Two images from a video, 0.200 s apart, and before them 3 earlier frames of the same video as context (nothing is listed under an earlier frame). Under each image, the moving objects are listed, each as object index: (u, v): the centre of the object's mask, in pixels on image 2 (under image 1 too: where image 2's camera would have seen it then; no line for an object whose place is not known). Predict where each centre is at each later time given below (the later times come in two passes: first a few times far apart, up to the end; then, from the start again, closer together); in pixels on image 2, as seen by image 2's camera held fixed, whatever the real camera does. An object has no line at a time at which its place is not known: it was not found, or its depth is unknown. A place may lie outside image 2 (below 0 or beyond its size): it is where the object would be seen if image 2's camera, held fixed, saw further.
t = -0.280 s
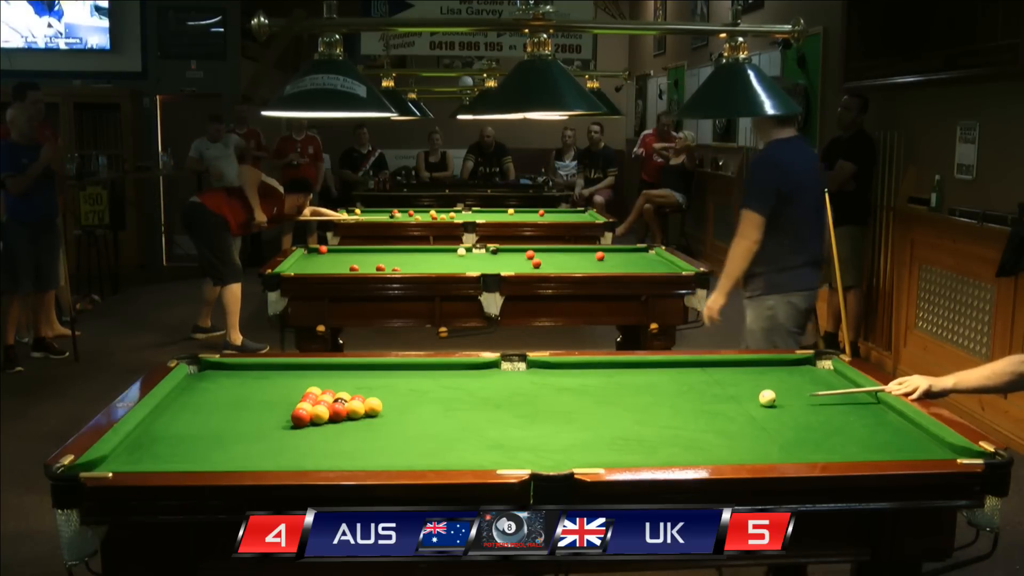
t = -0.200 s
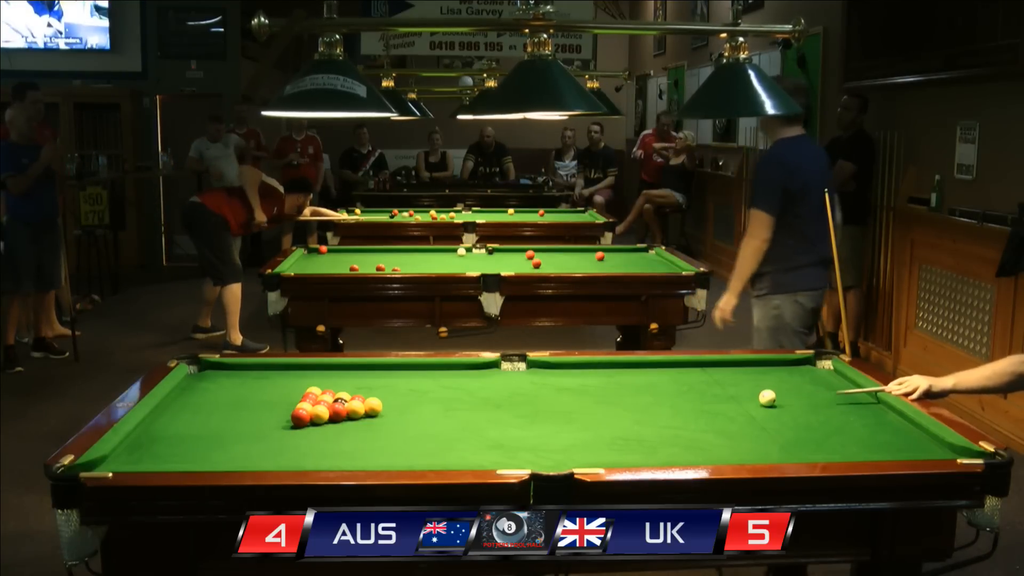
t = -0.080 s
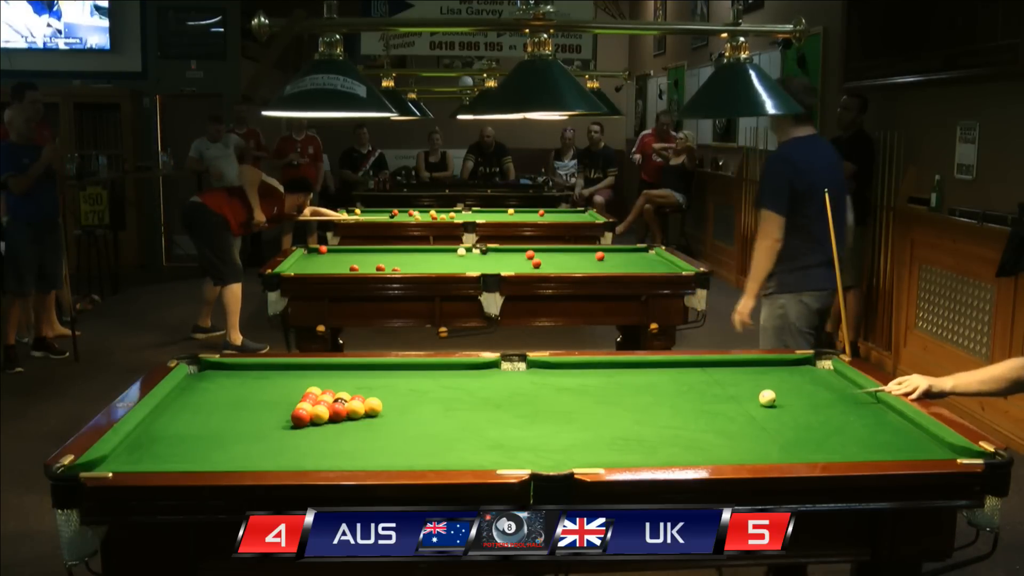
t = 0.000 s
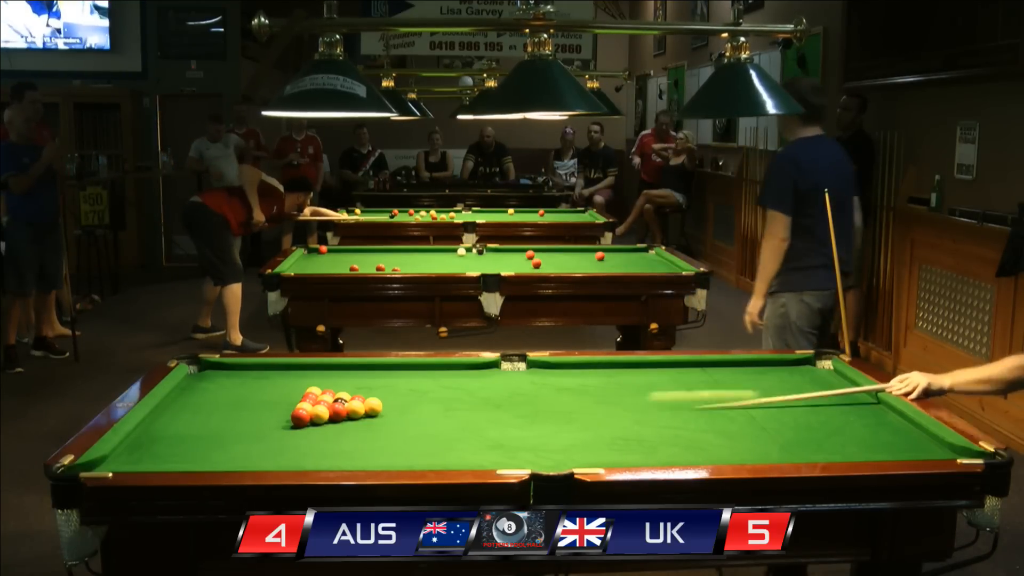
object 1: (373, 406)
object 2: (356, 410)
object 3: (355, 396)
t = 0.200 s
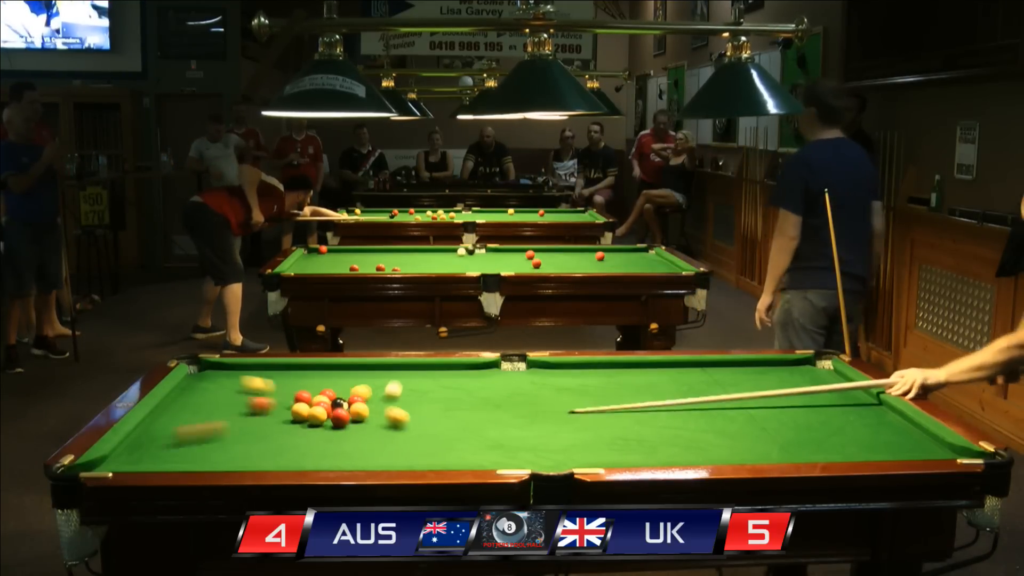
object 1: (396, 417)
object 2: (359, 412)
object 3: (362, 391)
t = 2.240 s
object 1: (886, 416)
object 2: (461, 439)
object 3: (371, 390)
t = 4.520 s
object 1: (507, 429)
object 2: (480, 439)
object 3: (366, 398)
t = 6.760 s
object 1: (350, 434)
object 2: (480, 439)
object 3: (359, 398)
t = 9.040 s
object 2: (480, 439)
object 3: (359, 398)
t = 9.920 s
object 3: (359, 398)
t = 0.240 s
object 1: (407, 422)
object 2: (360, 413)
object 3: (368, 390)
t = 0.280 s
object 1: (417, 426)
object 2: (363, 414)
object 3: (374, 388)
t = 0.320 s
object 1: (427, 431)
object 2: (364, 415)
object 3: (381, 386)
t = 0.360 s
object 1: (437, 435)
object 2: (366, 416)
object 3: (387, 383)
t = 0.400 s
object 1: (448, 440)
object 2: (368, 417)
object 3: (394, 381)
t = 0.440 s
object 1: (458, 445)
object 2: (369, 418)
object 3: (400, 378)
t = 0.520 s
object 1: (481, 453)
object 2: (373, 420)
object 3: (405, 375)
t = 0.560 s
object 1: (492, 456)
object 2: (375, 421)
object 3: (403, 374)
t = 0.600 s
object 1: (505, 457)
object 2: (376, 422)
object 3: (401, 372)
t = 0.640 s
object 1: (514, 456)
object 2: (378, 423)
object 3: (400, 371)
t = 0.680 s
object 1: (524, 456)
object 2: (379, 424)
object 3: (398, 369)
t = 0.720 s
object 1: (533, 454)
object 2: (381, 425)
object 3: (396, 368)
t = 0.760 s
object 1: (542, 451)
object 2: (383, 426)
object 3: (395, 367)
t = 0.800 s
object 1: (551, 448)
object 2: (384, 427)
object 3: (394, 365)
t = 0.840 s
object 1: (559, 446)
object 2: (386, 427)
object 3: (392, 365)
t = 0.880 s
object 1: (568, 443)
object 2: (387, 428)
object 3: (392, 367)
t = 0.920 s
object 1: (576, 441)
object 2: (389, 429)
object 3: (391, 367)
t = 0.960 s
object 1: (584, 439)
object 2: (390, 430)
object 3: (390, 368)
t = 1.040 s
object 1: (600, 434)
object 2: (393, 432)
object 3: (388, 370)
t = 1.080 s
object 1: (607, 432)
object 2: (395, 433)
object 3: (388, 371)
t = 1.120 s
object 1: (615, 430)
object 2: (396, 433)
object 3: (387, 372)
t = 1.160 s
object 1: (622, 427)
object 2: (397, 434)
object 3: (386, 372)
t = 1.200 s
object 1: (629, 425)
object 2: (399, 434)
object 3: (385, 373)
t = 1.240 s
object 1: (636, 424)
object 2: (401, 435)
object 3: (385, 374)
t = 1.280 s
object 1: (643, 421)
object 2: (402, 436)
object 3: (384, 375)
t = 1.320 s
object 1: (649, 419)
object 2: (403, 436)
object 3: (383, 376)
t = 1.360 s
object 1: (656, 417)
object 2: (405, 437)
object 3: (383, 377)
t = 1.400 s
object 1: (662, 415)
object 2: (406, 438)
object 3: (382, 378)
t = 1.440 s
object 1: (668, 413)
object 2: (409, 438)
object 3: (381, 378)
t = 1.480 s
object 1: (674, 411)
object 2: (413, 438)
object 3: (380, 379)
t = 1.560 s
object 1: (701, 411)
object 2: (419, 438)
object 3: (379, 380)
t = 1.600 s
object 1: (715, 412)
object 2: (422, 438)
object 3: (379, 381)
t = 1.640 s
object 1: (728, 412)
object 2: (425, 438)
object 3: (378, 382)
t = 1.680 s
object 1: (741, 413)
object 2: (428, 438)
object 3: (377, 382)
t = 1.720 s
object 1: (755, 413)
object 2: (431, 438)
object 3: (377, 383)
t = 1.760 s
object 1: (767, 412)
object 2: (434, 438)
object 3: (376, 384)
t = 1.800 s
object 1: (780, 412)
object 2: (436, 439)
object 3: (376, 384)
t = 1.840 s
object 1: (793, 413)
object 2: (439, 439)
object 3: (375, 385)
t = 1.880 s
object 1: (806, 413)
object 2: (441, 438)
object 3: (375, 386)
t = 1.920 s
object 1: (819, 414)
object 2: (444, 439)
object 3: (374, 386)
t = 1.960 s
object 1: (831, 414)
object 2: (446, 439)
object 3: (374, 387)
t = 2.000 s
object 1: (843, 414)
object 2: (448, 439)
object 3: (374, 387)
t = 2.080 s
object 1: (868, 415)
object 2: (453, 439)
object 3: (373, 389)
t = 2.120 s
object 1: (880, 415)
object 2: (455, 439)
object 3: (372, 389)
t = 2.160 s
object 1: (892, 416)
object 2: (457, 439)
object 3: (372, 390)
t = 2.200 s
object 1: (896, 415)
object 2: (459, 439)
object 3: (371, 390)
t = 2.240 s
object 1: (886, 416)
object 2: (461, 439)
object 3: (371, 390)
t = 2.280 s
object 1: (877, 416)
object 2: (462, 439)
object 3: (370, 391)
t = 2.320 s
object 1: (870, 417)
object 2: (464, 439)
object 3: (370, 391)
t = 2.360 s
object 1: (862, 417)
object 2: (465, 439)
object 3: (370, 392)
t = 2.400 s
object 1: (854, 417)
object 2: (467, 439)
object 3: (369, 392)
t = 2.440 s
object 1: (846, 417)
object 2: (469, 439)
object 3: (369, 393)
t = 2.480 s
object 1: (838, 417)
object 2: (470, 439)
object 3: (369, 393)
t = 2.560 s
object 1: (823, 418)
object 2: (472, 439)
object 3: (368, 394)
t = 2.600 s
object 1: (815, 418)
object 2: (474, 439)
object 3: (368, 394)
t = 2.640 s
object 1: (807, 418)
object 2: (475, 439)
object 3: (368, 395)
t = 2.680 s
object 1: (800, 419)
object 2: (476, 439)
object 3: (368, 395)
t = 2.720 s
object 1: (792, 419)
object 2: (477, 439)
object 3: (367, 395)
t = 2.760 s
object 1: (785, 419)
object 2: (477, 439)
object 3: (367, 395)
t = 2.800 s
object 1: (777, 419)
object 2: (478, 439)
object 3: (367, 396)
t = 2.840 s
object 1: (770, 419)
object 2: (479, 439)
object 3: (367, 396)
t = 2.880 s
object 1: (763, 420)
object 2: (480, 439)
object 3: (367, 396)
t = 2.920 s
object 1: (755, 420)
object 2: (480, 439)
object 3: (367, 397)
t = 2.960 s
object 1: (748, 420)
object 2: (481, 439)
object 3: (366, 397)
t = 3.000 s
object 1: (741, 420)
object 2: (481, 440)
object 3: (366, 397)
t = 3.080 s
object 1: (726, 421)
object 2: (481, 439)
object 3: (366, 397)
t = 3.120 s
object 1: (719, 421)
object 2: (481, 439)
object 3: (366, 397)
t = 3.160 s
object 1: (712, 421)
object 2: (481, 439)
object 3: (366, 398)
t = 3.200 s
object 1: (705, 421)
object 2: (481, 439)
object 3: (366, 398)
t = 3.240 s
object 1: (698, 422)
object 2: (481, 439)
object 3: (366, 398)
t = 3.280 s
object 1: (691, 422)
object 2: (481, 439)
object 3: (366, 398)
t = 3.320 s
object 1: (685, 423)
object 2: (481, 439)
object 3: (366, 398)
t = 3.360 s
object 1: (678, 423)
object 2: (481, 439)
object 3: (366, 398)
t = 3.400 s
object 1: (671, 423)
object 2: (481, 439)
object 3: (366, 398)
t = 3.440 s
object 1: (664, 423)
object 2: (481, 439)
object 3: (366, 398)
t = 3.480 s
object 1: (658, 424)
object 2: (481, 439)
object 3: (366, 398)
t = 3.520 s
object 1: (651, 424)
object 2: (480, 439)
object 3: (366, 398)
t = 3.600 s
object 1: (638, 425)
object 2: (480, 439)
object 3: (366, 398)
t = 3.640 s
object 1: (632, 425)
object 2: (480, 439)
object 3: (366, 398)
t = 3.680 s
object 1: (626, 425)
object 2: (480, 439)
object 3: (366, 398)
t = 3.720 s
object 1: (619, 425)
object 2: (480, 439)
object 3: (366, 398)
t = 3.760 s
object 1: (613, 426)
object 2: (480, 439)
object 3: (366, 398)
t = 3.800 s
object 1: (607, 426)
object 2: (480, 439)
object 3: (366, 398)
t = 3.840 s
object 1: (601, 426)
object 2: (480, 439)
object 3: (366, 398)
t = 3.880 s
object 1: (595, 426)
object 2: (480, 439)
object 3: (366, 398)
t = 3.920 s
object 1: (589, 426)
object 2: (480, 439)
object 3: (366, 398)
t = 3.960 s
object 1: (583, 427)
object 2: (480, 439)
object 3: (366, 398)
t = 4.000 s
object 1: (577, 426)
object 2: (480, 439)
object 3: (366, 398)
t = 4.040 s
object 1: (572, 427)
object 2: (480, 439)
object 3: (366, 398)
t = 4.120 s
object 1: (560, 427)
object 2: (480, 439)
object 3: (366, 398)
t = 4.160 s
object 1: (555, 428)
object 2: (480, 439)
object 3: (366, 398)
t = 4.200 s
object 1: (549, 427)
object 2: (480, 439)
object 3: (366, 398)
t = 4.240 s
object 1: (544, 428)
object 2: (480, 439)
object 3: (366, 398)
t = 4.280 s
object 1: (538, 428)
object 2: (480, 439)
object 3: (366, 398)
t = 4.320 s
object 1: (533, 428)
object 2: (480, 439)
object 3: (366, 398)
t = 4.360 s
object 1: (528, 428)
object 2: (480, 439)
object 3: (366, 398)
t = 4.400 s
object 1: (522, 428)
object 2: (480, 439)
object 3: (366, 398)
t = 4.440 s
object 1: (518, 428)
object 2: (480, 439)
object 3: (366, 398)
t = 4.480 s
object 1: (512, 429)
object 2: (480, 439)
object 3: (366, 398)
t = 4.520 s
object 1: (507, 429)
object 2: (480, 439)
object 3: (366, 398)
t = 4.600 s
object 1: (498, 429)
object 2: (480, 439)
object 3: (366, 398)
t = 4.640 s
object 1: (494, 428)
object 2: (480, 439)
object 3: (366, 398)
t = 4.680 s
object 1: (490, 427)
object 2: (480, 440)
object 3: (365, 398)
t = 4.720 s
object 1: (485, 426)
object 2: (480, 439)
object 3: (364, 398)
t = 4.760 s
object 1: (479, 426)
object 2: (480, 439)
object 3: (363, 398)
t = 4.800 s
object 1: (473, 426)
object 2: (480, 439)
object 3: (362, 398)
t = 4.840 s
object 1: (469, 428)
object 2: (480, 439)
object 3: (362, 398)
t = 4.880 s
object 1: (465, 429)
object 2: (480, 440)
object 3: (361, 398)
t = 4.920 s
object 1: (462, 430)
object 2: (480, 439)
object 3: (361, 398)
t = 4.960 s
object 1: (458, 429)
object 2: (480, 439)
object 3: (360, 398)
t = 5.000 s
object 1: (455, 429)
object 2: (480, 439)
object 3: (360, 398)
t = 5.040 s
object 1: (451, 427)
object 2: (480, 439)
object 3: (360, 398)
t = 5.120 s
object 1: (441, 427)
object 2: (480, 439)
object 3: (359, 398)
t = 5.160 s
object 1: (437, 428)
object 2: (480, 439)
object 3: (359, 398)
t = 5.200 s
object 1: (433, 429)
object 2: (480, 439)
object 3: (359, 398)
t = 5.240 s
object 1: (430, 430)
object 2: (480, 439)
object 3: (359, 398)
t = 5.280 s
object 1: (427, 431)
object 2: (480, 440)
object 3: (359, 398)
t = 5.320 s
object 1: (424, 432)
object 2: (480, 439)
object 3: (359, 398)
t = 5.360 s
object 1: (420, 432)
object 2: (480, 439)
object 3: (359, 398)
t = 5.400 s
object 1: (417, 432)
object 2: (480, 439)
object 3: (359, 398)
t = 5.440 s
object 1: (414, 431)
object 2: (480, 439)
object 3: (359, 398)
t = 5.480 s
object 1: (411, 432)
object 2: (480, 439)
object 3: (359, 398)
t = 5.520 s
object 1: (408, 432)
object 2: (480, 439)
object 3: (359, 398)
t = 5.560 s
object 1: (405, 432)
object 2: (480, 439)
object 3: (359, 398)
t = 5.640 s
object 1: (399, 432)
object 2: (480, 439)
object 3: (359, 398)
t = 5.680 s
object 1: (396, 432)
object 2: (480, 439)
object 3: (359, 398)
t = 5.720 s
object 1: (394, 432)
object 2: (480, 439)
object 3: (359, 398)
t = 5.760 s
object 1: (391, 432)
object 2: (480, 439)
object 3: (359, 398)
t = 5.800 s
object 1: (388, 433)
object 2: (480, 440)
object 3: (359, 398)
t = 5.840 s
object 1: (386, 433)
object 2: (480, 440)
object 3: (359, 398)
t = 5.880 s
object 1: (384, 433)
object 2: (480, 439)
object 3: (359, 398)
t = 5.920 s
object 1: (381, 433)
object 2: (480, 439)
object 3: (359, 398)
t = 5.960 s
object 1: (379, 433)
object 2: (480, 439)
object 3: (359, 398)
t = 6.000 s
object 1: (377, 433)
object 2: (480, 439)
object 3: (359, 398)
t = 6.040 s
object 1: (375, 433)
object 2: (480, 439)
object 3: (359, 398)
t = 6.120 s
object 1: (371, 433)
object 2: (480, 439)
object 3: (359, 398)
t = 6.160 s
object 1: (369, 433)
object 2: (480, 439)
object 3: (359, 398)
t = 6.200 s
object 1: (368, 433)
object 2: (480, 440)
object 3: (359, 398)
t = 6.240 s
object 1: (366, 433)
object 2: (480, 439)
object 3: (359, 398)
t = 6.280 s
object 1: (364, 433)
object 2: (480, 439)
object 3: (359, 398)
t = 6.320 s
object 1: (362, 433)
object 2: (480, 439)
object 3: (359, 398)
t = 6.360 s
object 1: (361, 433)
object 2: (480, 439)
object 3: (359, 398)
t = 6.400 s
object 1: (360, 433)
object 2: (480, 439)
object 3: (359, 398)
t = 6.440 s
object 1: (358, 433)
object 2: (480, 440)
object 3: (359, 398)
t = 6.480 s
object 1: (357, 433)
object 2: (480, 439)
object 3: (359, 398)
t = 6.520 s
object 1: (356, 434)
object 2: (480, 439)
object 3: (359, 398)
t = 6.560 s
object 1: (355, 434)
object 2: (480, 439)
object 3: (359, 398)
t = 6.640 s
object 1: (353, 434)
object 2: (480, 439)
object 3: (359, 398)
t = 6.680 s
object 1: (352, 433)
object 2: (480, 439)
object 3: (359, 398)
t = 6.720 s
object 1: (351, 434)
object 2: (480, 439)
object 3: (359, 398)
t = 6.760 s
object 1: (350, 434)
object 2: (480, 439)
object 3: (359, 398)
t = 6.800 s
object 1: (350, 434)
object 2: (480, 439)
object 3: (359, 398)
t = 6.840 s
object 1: (349, 434)
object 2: (480, 439)
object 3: (359, 398)
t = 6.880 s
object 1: (348, 434)
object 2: (480, 439)
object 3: (359, 398)
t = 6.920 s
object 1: (348, 434)
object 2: (480, 439)
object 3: (359, 398)
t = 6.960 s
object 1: (348, 434)
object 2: (480, 439)
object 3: (359, 398)
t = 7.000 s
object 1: (347, 434)
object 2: (480, 439)
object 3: (359, 398)
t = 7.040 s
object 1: (347, 434)
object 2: (480, 439)
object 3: (359, 398)
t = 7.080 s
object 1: (347, 434)
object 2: (480, 439)
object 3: (359, 398)
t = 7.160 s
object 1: (347, 434)
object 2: (480, 439)
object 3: (359, 398)
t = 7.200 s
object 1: (347, 434)
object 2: (480, 439)
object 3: (359, 398)
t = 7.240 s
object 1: (347, 434)
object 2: (480, 439)
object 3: (359, 398)
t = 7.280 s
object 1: (347, 434)
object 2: (480, 439)
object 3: (359, 398)
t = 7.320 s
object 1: (347, 434)
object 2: (480, 439)
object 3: (359, 398)
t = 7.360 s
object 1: (347, 434)
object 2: (480, 439)
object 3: (359, 398)
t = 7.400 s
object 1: (347, 434)
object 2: (480, 439)
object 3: (359, 398)
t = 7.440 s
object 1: (347, 434)
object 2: (480, 439)
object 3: (359, 398)
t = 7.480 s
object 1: (347, 434)
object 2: (480, 439)
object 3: (359, 398)
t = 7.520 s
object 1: (347, 434)
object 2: (480, 439)
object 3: (359, 398)
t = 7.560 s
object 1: (347, 434)
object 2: (480, 439)
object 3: (359, 398)
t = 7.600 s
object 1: (347, 434)
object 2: (480, 439)
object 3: (359, 398)
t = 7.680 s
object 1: (347, 434)
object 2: (480, 439)
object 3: (359, 398)
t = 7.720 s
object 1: (347, 434)
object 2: (480, 439)
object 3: (359, 398)
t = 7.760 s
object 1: (347, 434)
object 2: (480, 439)
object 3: (359, 398)
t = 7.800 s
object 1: (347, 434)
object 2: (480, 439)
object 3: (359, 398)
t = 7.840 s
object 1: (347, 433)
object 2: (480, 439)
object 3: (359, 398)
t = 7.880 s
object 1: (347, 434)
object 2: (480, 439)
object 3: (359, 398)
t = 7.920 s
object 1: (347, 434)
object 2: (480, 439)
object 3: (359, 398)
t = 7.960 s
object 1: (347, 434)
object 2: (480, 439)
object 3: (359, 398)
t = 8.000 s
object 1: (347, 434)
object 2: (480, 439)
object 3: (359, 398)
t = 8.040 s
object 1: (347, 433)
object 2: (480, 439)
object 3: (359, 398)
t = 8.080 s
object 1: (347, 434)
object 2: (480, 439)
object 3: (359, 398)
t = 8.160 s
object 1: (347, 434)
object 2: (480, 439)
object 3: (359, 398)
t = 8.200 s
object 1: (347, 434)
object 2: (480, 439)
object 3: (359, 398)
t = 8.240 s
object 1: (347, 434)
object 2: (480, 439)
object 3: (359, 398)
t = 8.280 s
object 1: (347, 434)
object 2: (480, 439)
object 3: (359, 398)
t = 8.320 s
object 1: (347, 434)
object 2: (480, 439)
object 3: (359, 398)
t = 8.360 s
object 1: (347, 434)
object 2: (480, 439)
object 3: (359, 398)
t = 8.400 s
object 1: (347, 434)
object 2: (480, 439)
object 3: (359, 398)
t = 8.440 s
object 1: (347, 434)
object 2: (480, 439)
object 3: (359, 398)
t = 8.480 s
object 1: (347, 434)
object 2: (480, 439)
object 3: (359, 398)
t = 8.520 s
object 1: (347, 434)
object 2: (480, 439)
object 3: (359, 398)
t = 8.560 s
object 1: (347, 434)
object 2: (480, 439)
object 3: (359, 398)
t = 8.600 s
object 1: (347, 434)
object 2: (480, 439)
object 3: (359, 398)
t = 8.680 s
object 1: (347, 434)
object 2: (480, 439)
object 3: (359, 398)
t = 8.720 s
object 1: (347, 434)
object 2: (480, 439)
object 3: (359, 398)
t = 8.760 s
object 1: (347, 434)
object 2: (480, 439)
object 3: (359, 398)
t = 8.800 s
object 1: (347, 434)
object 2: (480, 439)
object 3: (359, 398)
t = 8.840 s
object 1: (347, 434)
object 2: (480, 439)
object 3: (359, 398)
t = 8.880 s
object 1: (347, 434)
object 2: (480, 439)
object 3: (359, 398)
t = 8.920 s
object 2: (480, 439)
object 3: (359, 398)
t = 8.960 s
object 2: (480, 439)
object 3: (359, 398)
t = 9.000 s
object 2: (480, 439)
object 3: (359, 398)
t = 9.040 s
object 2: (480, 439)
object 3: (359, 398)
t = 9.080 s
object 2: (480, 439)
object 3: (359, 398)
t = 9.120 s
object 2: (480, 439)
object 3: (359, 398)
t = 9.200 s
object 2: (480, 439)
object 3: (359, 398)
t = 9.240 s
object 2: (480, 439)
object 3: (359, 398)
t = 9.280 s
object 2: (480, 439)
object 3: (359, 398)
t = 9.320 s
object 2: (480, 439)
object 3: (359, 398)
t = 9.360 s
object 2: (480, 439)
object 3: (359, 398)
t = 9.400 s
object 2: (480, 439)
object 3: (359, 398)
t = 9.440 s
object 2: (480, 439)
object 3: (359, 398)
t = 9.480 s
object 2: (480, 439)
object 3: (359, 398)
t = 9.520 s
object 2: (480, 439)
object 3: (359, 398)
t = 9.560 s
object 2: (480, 439)
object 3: (359, 398)
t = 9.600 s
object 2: (480, 439)
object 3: (359, 398)
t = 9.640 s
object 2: (480, 439)
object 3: (359, 398)
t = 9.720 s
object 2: (480, 439)
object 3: (359, 398)
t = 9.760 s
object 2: (480, 439)
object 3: (359, 398)
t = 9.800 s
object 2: (479, 439)
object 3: (359, 398)
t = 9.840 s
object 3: (359, 398)
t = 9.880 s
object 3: (359, 398)
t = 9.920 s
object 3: (359, 398)
